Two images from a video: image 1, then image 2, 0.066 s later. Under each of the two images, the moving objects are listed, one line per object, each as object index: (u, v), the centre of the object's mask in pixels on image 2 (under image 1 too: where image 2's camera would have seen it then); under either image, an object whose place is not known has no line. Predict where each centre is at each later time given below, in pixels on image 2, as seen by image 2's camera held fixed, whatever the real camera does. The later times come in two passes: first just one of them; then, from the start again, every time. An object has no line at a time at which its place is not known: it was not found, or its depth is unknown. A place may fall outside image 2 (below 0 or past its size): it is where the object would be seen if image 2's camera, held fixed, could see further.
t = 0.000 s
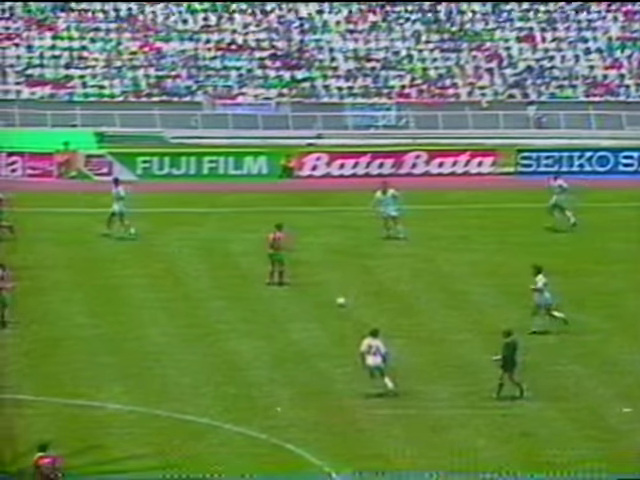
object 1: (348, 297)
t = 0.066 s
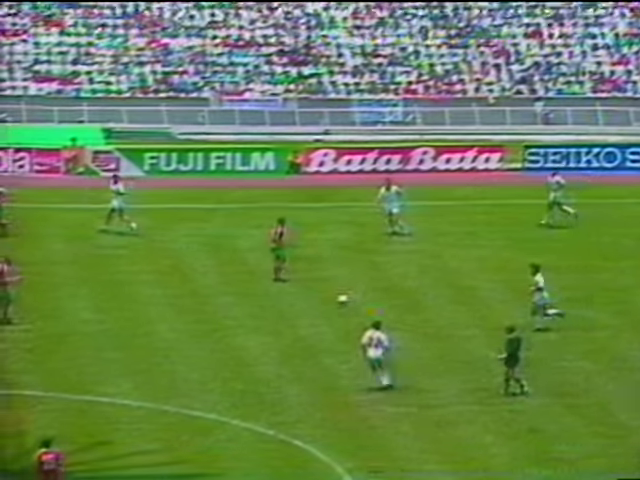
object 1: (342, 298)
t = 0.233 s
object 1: (333, 310)
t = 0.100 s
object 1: (340, 300)
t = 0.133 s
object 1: (338, 301)
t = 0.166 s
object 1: (337, 303)
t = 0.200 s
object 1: (334, 306)
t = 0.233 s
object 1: (333, 310)
